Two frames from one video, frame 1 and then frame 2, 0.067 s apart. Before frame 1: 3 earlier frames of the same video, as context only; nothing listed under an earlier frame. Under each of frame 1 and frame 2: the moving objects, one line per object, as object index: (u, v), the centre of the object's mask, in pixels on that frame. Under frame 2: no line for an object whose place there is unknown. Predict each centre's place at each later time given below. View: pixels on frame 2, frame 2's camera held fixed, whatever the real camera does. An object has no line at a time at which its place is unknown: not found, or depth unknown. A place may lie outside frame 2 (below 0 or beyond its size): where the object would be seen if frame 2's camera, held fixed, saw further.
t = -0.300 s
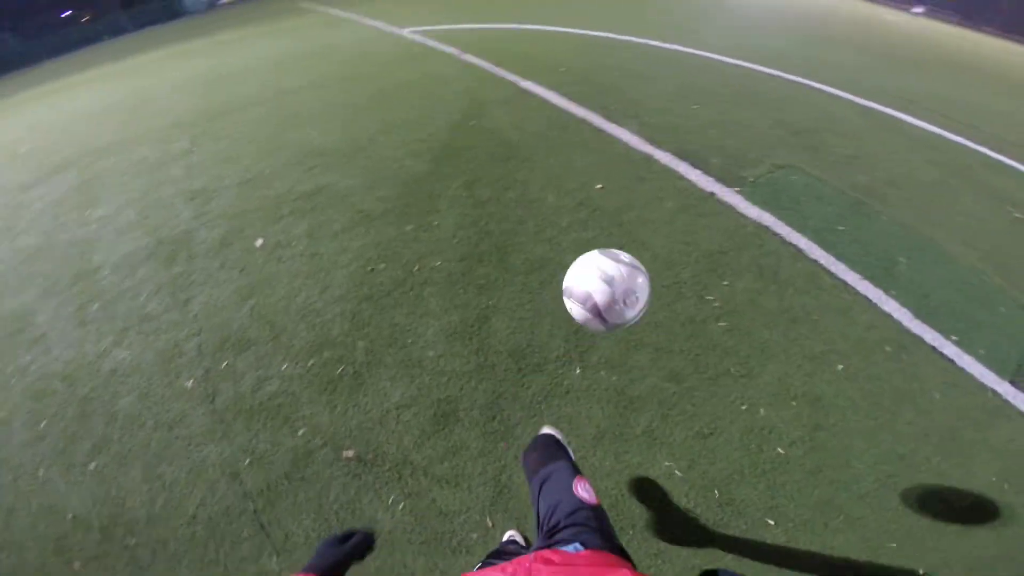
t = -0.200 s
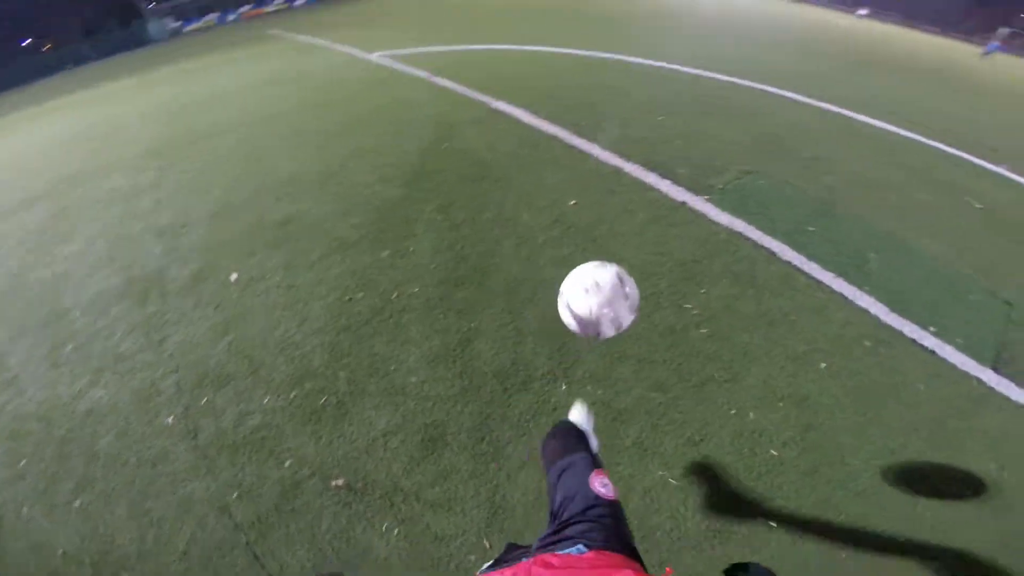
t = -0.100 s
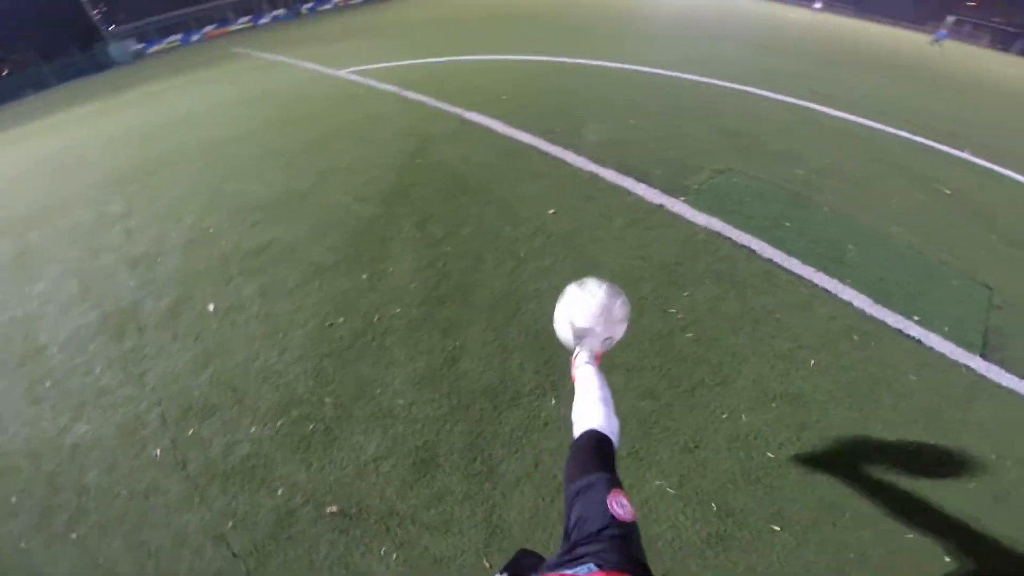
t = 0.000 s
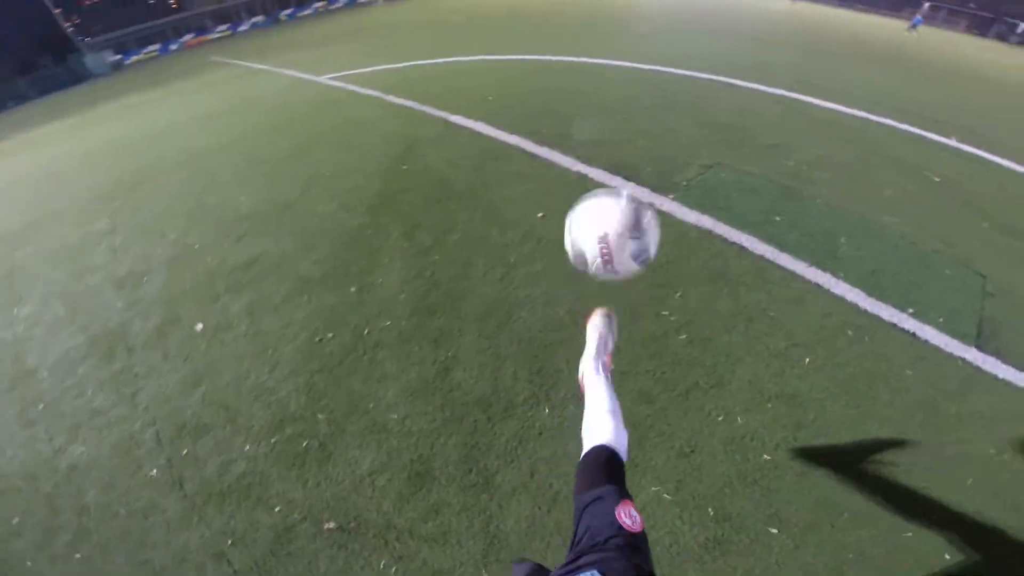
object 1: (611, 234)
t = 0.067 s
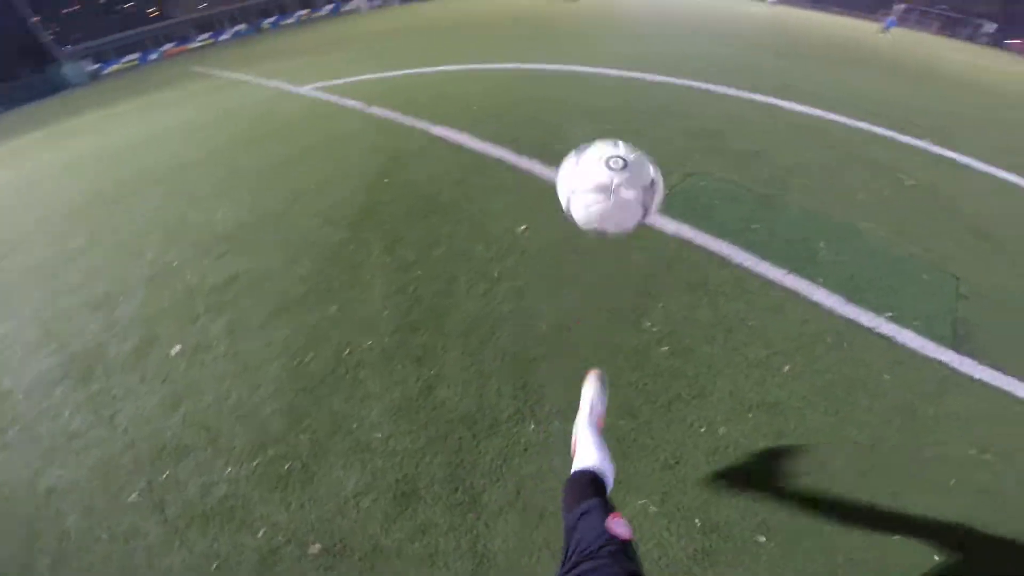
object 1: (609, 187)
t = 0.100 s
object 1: (617, 159)
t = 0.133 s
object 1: (624, 136)
